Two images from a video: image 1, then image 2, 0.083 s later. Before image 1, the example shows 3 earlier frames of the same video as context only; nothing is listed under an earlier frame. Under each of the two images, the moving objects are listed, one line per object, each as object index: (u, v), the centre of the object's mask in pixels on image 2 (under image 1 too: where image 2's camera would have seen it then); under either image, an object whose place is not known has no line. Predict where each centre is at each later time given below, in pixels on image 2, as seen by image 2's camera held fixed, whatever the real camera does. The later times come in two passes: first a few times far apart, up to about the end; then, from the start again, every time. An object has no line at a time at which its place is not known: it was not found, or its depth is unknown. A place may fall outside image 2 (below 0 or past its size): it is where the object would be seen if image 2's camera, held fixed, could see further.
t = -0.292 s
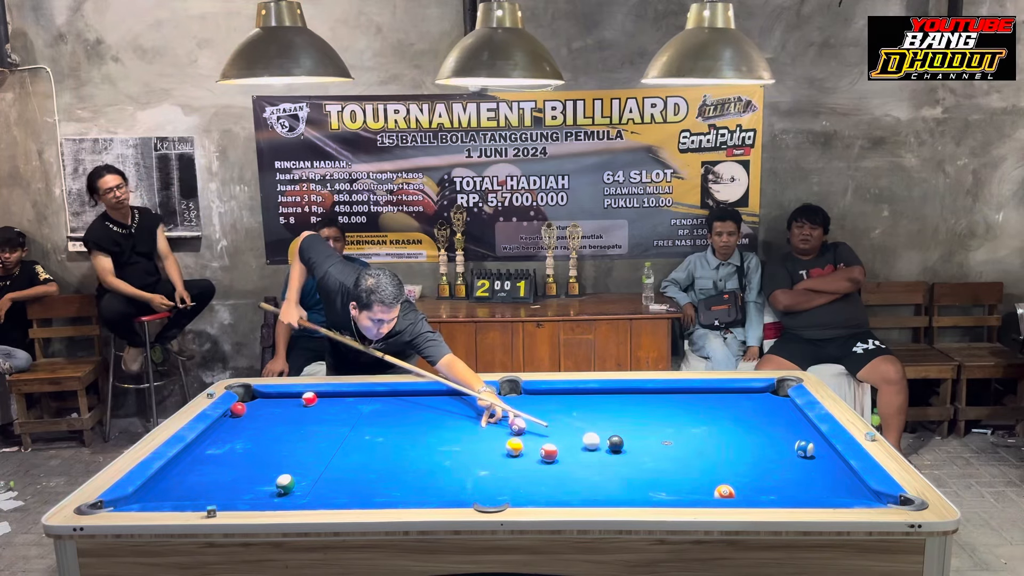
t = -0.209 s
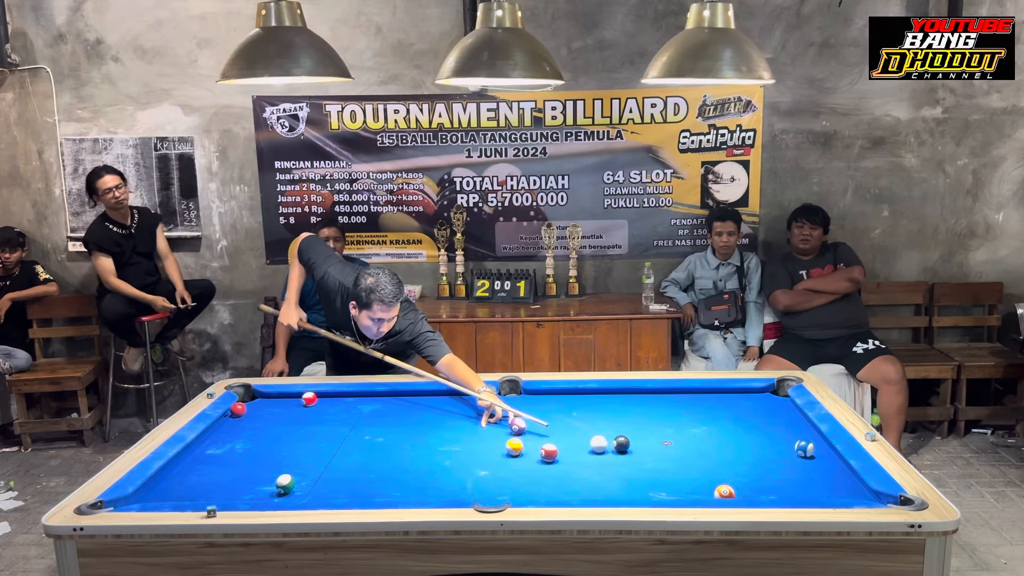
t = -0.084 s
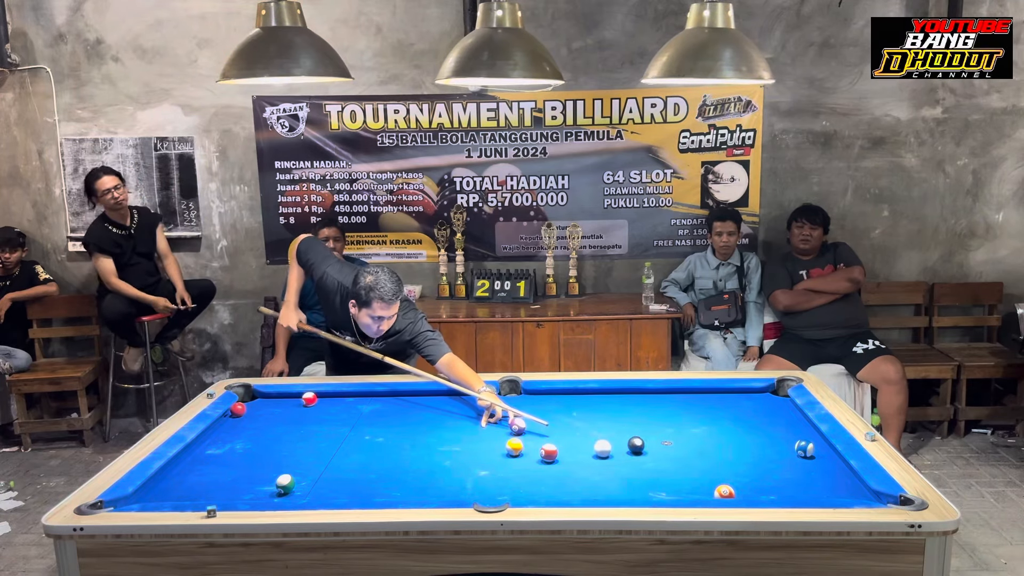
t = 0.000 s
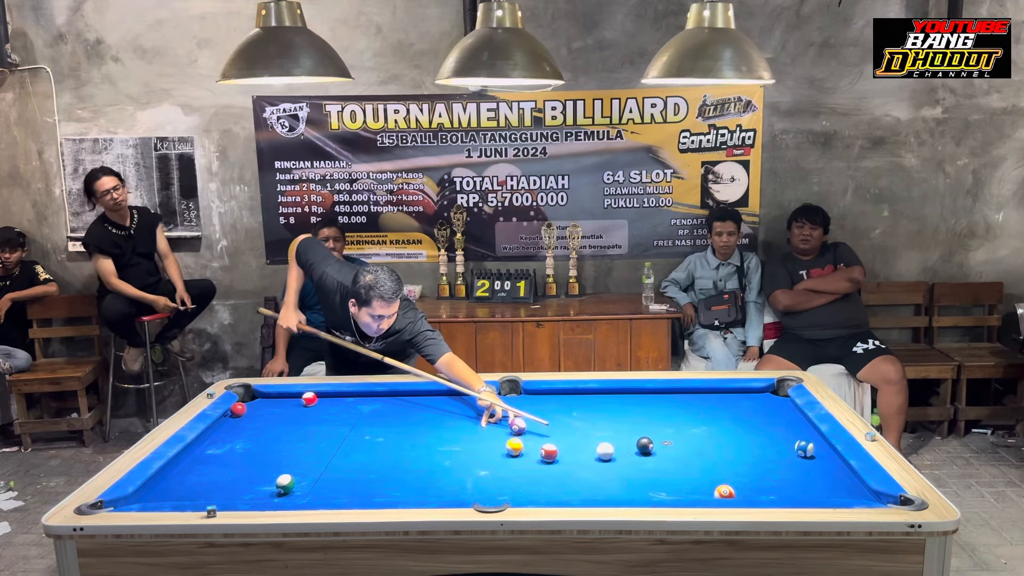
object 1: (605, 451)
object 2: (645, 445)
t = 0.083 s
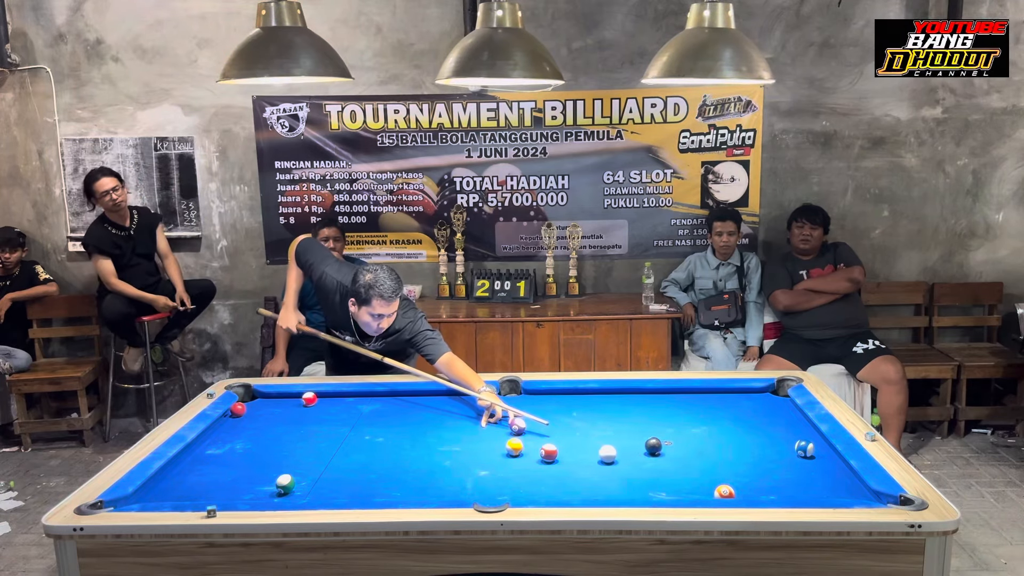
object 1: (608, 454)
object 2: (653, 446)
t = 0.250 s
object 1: (612, 459)
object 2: (670, 447)
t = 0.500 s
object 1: (619, 466)
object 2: (693, 448)
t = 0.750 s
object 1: (625, 474)
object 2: (714, 450)
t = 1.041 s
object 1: (632, 482)
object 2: (737, 451)
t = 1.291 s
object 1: (637, 488)
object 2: (754, 453)
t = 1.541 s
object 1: (642, 491)
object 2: (770, 454)
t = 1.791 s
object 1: (644, 493)
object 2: (784, 455)
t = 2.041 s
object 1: (645, 492)
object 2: (795, 456)
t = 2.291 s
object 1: (644, 491)
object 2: (805, 457)
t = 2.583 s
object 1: (644, 490)
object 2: (812, 457)
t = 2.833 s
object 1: (643, 490)
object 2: (816, 457)
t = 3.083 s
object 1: (643, 490)
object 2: (818, 457)
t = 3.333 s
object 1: (643, 490)
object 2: (818, 457)
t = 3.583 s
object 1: (643, 490)
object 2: (817, 457)
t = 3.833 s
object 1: (643, 490)
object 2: (817, 457)
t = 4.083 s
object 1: (643, 490)
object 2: (818, 457)
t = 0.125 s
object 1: (608, 455)
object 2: (656, 446)
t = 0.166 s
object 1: (610, 456)
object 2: (662, 446)
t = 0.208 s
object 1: (611, 457)
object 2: (665, 446)
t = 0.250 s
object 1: (612, 459)
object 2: (670, 447)
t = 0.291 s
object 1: (613, 460)
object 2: (673, 447)
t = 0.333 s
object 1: (615, 461)
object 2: (678, 447)
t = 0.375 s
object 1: (616, 462)
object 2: (681, 447)
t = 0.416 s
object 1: (617, 464)
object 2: (685, 448)
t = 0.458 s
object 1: (618, 465)
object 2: (689, 448)
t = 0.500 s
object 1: (619, 466)
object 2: (693, 448)
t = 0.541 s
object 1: (620, 467)
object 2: (696, 448)
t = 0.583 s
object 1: (622, 469)
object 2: (700, 449)
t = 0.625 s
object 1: (623, 470)
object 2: (703, 449)
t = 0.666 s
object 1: (624, 471)
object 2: (708, 450)
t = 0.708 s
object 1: (625, 473)
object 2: (710, 450)
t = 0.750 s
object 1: (625, 474)
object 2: (714, 450)
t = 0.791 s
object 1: (626, 475)
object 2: (717, 450)
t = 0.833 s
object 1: (627, 476)
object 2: (720, 450)
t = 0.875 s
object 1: (628, 477)
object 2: (724, 450)
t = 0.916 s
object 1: (629, 478)
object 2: (727, 451)
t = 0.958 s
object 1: (630, 480)
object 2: (730, 451)
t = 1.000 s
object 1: (631, 481)
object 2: (733, 451)
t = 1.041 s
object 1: (632, 482)
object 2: (737, 451)
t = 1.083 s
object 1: (633, 483)
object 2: (739, 452)
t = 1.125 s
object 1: (634, 484)
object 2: (743, 452)
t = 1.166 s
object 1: (634, 485)
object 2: (745, 452)
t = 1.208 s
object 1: (636, 486)
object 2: (749, 452)
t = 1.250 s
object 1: (636, 487)
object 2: (751, 453)
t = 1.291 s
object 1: (637, 488)
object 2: (754, 453)
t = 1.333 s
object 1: (638, 489)
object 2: (757, 453)
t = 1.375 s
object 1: (638, 489)
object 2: (760, 453)
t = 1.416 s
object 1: (639, 490)
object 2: (762, 453)
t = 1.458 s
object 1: (640, 490)
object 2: (765, 454)
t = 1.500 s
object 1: (640, 491)
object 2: (767, 454)
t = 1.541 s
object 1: (642, 491)
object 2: (770, 454)
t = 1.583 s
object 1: (642, 492)
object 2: (772, 454)
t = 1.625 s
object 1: (642, 493)
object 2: (775, 454)
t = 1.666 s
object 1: (643, 493)
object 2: (777, 454)
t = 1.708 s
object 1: (643, 493)
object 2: (780, 454)
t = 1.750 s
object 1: (643, 493)
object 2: (781, 455)
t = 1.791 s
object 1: (644, 493)
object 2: (784, 455)
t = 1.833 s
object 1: (644, 493)
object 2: (785, 456)
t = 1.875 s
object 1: (644, 492)
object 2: (788, 456)
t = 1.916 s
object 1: (644, 492)
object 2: (789, 456)
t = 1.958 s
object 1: (644, 492)
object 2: (792, 456)
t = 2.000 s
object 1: (645, 492)
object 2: (793, 456)
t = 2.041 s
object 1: (645, 492)
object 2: (795, 456)
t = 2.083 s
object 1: (644, 492)
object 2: (797, 457)
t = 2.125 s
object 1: (644, 492)
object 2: (799, 457)
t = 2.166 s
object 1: (645, 491)
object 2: (800, 457)
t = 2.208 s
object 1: (644, 491)
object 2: (802, 457)
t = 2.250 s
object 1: (644, 491)
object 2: (803, 457)
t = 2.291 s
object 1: (644, 491)
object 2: (805, 457)
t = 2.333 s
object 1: (644, 491)
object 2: (806, 457)
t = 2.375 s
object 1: (644, 491)
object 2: (807, 457)
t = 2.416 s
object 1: (644, 491)
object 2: (808, 457)
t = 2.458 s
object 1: (644, 491)
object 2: (810, 457)
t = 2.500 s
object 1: (644, 491)
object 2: (810, 457)
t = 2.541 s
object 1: (644, 491)
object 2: (812, 457)
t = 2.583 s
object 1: (644, 490)
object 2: (812, 457)
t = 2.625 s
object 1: (643, 490)
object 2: (814, 457)
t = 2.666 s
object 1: (643, 490)
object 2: (814, 457)
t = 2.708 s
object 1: (643, 491)
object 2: (815, 457)
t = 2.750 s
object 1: (643, 490)
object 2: (816, 457)
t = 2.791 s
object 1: (643, 490)
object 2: (816, 457)
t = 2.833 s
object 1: (643, 490)
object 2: (816, 457)
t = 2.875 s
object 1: (643, 490)
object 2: (817, 457)
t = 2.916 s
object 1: (643, 490)
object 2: (817, 457)
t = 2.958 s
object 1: (643, 490)
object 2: (818, 457)
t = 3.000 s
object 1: (643, 490)
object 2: (818, 457)
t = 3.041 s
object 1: (643, 490)
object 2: (818, 457)
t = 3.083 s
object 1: (643, 490)
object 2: (818, 457)
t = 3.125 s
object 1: (643, 490)
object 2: (818, 457)
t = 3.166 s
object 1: (643, 490)
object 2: (818, 457)
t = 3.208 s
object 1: (643, 490)
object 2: (818, 457)
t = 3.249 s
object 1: (643, 490)
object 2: (818, 457)
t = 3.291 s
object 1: (643, 490)
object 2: (818, 457)
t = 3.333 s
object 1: (643, 490)
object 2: (818, 457)
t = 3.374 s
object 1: (643, 490)
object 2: (818, 457)
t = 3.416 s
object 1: (643, 490)
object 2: (817, 457)
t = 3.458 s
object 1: (643, 490)
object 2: (817, 457)
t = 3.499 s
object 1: (643, 490)
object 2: (817, 457)
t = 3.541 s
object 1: (643, 490)
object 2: (817, 457)
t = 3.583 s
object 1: (643, 490)
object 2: (817, 457)
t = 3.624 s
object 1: (643, 490)
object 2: (817, 457)
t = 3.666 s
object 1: (643, 490)
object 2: (817, 457)
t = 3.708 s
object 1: (643, 490)
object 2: (817, 457)
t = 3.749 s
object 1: (643, 490)
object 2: (817, 457)
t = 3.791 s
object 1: (643, 490)
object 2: (818, 457)
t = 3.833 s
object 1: (643, 490)
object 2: (817, 457)
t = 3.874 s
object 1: (643, 490)
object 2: (818, 457)
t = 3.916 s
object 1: (643, 490)
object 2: (818, 457)
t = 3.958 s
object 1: (643, 490)
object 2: (818, 457)
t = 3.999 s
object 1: (643, 490)
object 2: (818, 457)
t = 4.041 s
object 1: (643, 491)
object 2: (818, 457)
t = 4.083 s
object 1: (643, 490)
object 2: (818, 457)
